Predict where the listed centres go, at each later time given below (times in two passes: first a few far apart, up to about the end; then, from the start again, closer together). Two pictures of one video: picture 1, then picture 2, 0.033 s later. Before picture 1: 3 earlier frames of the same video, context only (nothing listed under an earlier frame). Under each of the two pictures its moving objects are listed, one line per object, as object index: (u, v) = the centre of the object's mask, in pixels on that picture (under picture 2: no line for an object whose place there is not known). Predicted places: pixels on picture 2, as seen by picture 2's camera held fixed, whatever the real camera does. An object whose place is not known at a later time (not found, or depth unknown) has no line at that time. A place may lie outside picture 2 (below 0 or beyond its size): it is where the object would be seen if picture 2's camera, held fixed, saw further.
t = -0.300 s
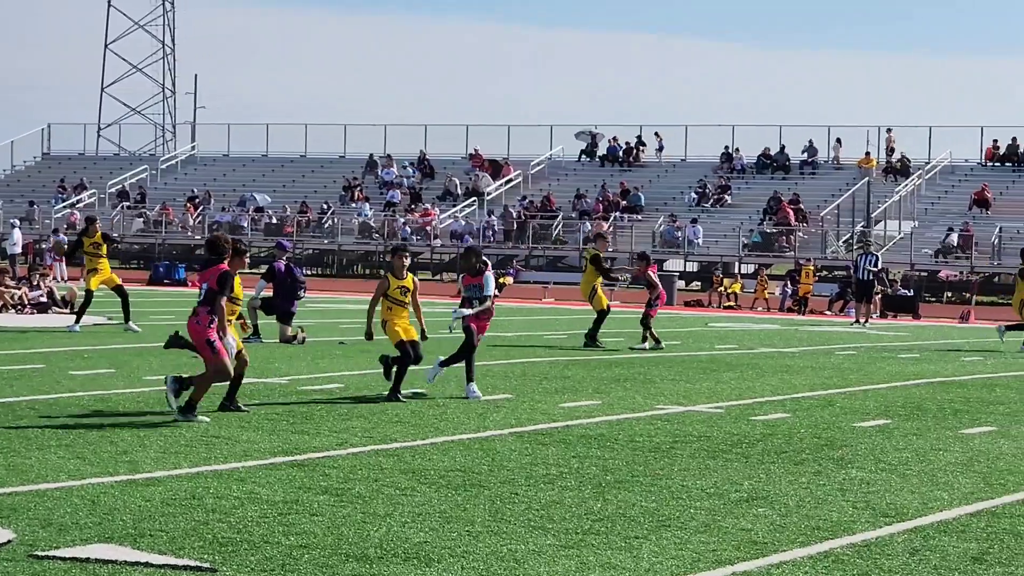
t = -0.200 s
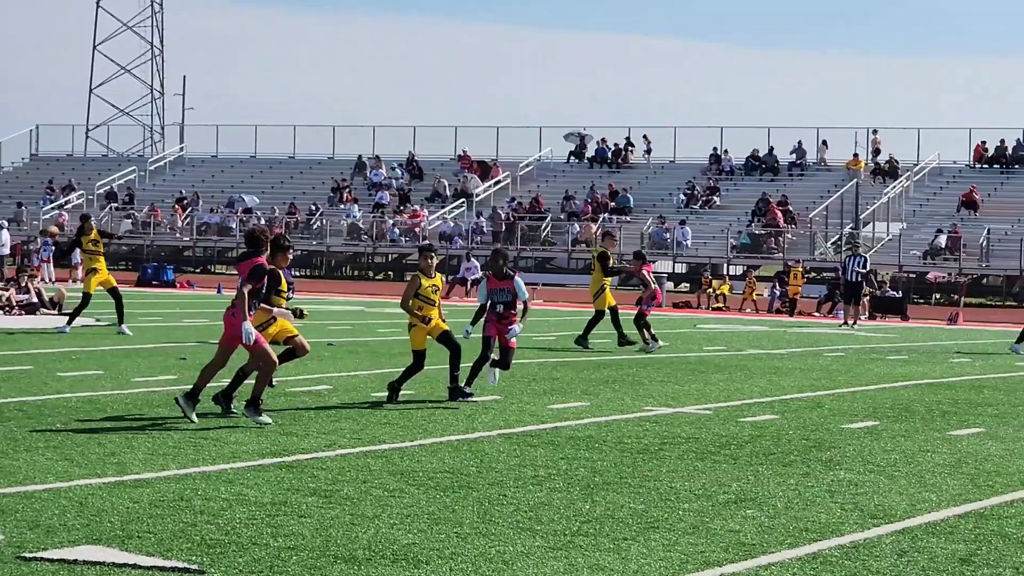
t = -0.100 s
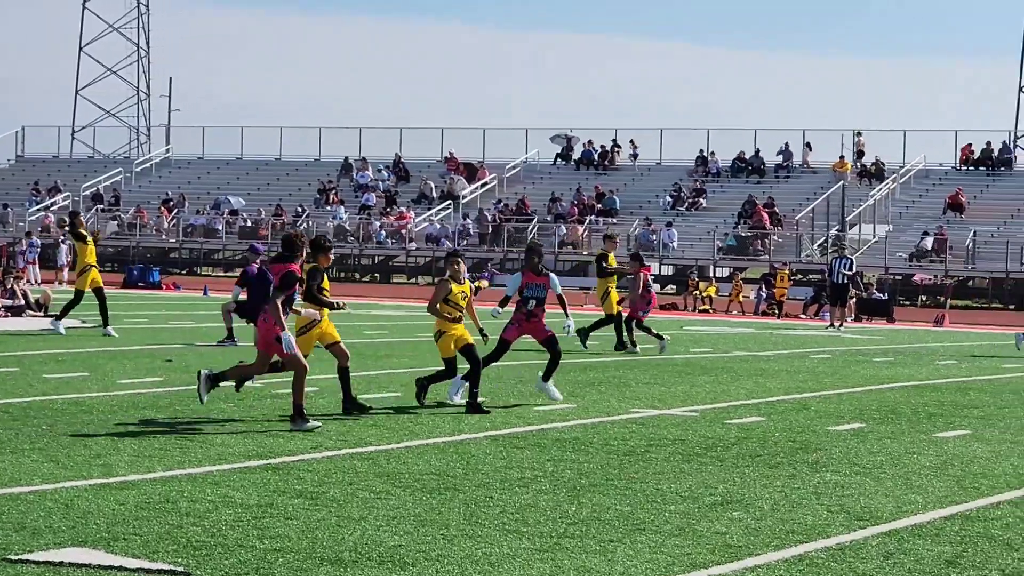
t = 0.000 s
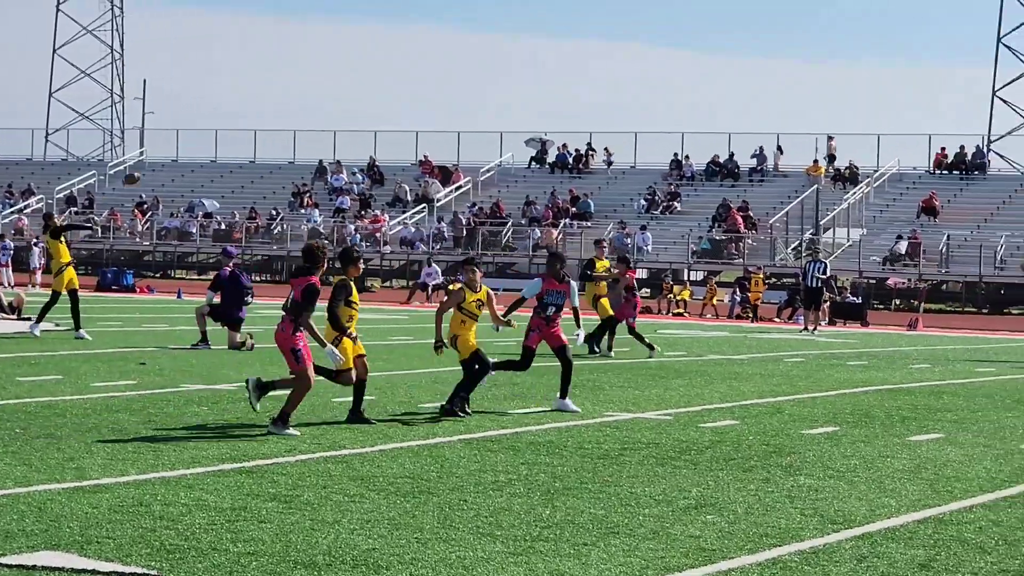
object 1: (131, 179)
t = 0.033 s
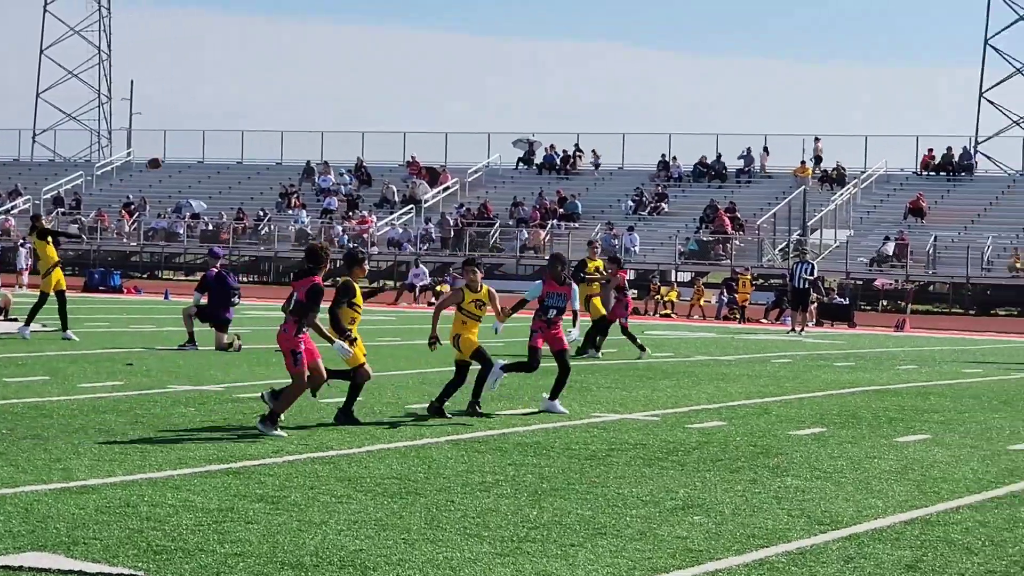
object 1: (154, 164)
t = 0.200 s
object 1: (338, 97)
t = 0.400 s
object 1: (551, 46)
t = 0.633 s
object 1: (797, 17)
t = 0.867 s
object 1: (1049, 16)
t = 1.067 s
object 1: (1277, 43)
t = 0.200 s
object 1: (338, 97)
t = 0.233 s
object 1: (373, 87)
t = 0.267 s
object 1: (410, 77)
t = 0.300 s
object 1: (445, 68)
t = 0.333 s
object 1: (480, 60)
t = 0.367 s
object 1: (516, 53)
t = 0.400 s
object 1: (551, 46)
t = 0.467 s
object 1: (621, 36)
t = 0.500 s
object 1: (656, 31)
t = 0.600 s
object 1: (761, 19)
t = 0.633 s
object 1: (797, 17)
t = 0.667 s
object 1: (832, 15)
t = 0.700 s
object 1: (867, 14)
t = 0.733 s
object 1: (903, 13)
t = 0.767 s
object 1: (939, 13)
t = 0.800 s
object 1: (975, 12)
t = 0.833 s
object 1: (1012, 14)
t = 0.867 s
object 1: (1049, 16)
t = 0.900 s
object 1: (1087, 18)
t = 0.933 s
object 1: (1124, 21)
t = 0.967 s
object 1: (1161, 26)
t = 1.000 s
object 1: (1199, 32)
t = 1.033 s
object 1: (1238, 37)
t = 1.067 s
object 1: (1277, 43)
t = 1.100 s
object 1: (1316, 50)
